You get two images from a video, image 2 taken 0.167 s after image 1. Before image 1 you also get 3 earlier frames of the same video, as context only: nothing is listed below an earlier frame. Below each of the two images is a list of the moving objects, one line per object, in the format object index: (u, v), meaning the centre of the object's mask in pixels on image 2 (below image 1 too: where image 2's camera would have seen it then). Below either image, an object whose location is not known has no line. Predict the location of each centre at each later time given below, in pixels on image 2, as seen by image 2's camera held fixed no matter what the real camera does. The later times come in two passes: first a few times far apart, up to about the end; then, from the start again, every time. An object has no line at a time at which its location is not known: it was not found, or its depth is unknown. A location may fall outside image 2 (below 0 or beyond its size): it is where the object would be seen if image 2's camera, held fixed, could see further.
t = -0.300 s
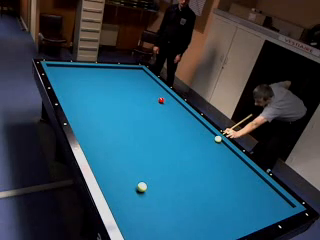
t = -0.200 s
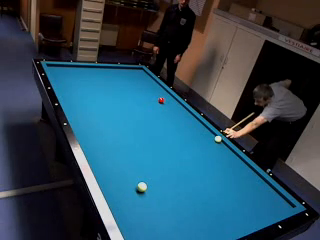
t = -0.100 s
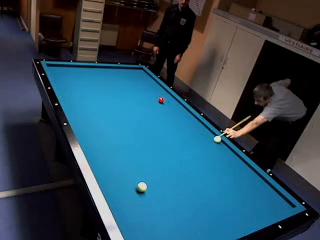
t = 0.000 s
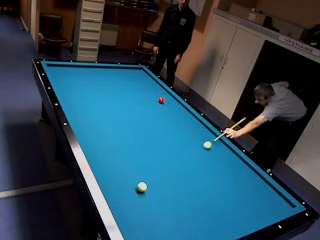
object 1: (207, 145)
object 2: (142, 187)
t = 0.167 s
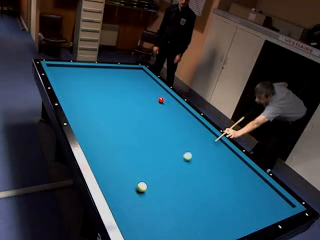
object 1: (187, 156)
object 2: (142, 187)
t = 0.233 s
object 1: (179, 161)
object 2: (142, 187)
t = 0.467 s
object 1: (142, 180)
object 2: (140, 190)
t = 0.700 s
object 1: (111, 176)
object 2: (131, 221)
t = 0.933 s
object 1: (114, 166)
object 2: (154, 232)
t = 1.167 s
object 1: (125, 155)
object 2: (177, 238)
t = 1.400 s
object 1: (133, 146)
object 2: (188, 234)
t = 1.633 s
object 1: (141, 138)
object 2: (194, 222)
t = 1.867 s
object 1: (148, 131)
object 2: (199, 210)
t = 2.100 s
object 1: (154, 124)
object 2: (204, 200)
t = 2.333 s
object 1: (159, 119)
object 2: (208, 191)
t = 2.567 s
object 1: (164, 114)
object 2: (212, 183)
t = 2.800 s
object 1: (168, 109)
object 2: (216, 176)
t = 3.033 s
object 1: (172, 105)
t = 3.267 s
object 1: (175, 101)
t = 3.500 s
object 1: (172, 99)
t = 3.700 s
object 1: (167, 97)
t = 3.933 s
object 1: (161, 95)
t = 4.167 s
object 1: (156, 94)
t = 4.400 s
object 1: (151, 92)
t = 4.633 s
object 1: (146, 91)
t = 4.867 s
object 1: (141, 90)
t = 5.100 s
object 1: (136, 88)
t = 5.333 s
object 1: (132, 87)
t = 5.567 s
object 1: (128, 86)
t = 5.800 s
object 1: (124, 85)
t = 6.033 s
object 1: (121, 84)
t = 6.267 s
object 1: (117, 83)
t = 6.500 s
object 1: (114, 82)
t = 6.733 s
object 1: (111, 81)
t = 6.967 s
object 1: (109, 80)
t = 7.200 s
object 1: (106, 80)
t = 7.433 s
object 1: (104, 79)
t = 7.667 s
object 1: (102, 78)
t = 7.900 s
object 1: (100, 78)
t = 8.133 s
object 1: (99, 77)
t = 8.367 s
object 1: (97, 77)
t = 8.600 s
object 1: (96, 76)
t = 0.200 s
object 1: (183, 159)
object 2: (142, 187)
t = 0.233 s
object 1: (179, 161)
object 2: (142, 187)
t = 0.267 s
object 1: (174, 164)
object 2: (142, 187)
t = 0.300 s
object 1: (169, 167)
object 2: (142, 187)
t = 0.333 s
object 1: (164, 170)
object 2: (142, 187)
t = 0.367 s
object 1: (158, 173)
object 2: (142, 187)
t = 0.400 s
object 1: (153, 176)
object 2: (142, 187)
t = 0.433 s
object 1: (147, 179)
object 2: (141, 187)
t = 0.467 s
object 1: (142, 180)
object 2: (140, 190)
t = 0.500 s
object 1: (138, 179)
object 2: (138, 195)
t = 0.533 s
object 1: (134, 178)
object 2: (136, 200)
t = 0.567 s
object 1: (130, 177)
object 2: (134, 205)
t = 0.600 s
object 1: (125, 177)
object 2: (131, 210)
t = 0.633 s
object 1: (121, 176)
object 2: (129, 215)
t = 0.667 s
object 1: (116, 176)
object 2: (128, 219)
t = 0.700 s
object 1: (111, 176)
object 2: (131, 221)
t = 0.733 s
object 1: (107, 175)
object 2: (134, 223)
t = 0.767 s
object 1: (106, 174)
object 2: (137, 225)
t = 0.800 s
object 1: (108, 173)
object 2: (141, 226)
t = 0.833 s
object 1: (110, 171)
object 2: (144, 228)
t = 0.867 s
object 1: (111, 169)
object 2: (147, 229)
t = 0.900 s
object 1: (113, 168)
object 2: (151, 231)
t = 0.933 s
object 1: (114, 166)
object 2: (154, 232)
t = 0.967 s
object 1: (116, 164)
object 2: (157, 234)
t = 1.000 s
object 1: (117, 163)
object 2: (161, 235)
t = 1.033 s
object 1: (119, 161)
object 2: (164, 235)
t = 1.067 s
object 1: (120, 159)
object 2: (167, 236)
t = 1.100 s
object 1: (122, 158)
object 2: (170, 237)
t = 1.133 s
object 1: (123, 156)
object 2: (174, 238)
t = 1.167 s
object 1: (125, 155)
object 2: (177, 238)
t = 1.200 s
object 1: (126, 154)
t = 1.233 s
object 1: (127, 153)
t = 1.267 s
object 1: (128, 151)
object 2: (184, 238)
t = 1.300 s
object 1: (130, 150)
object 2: (185, 237)
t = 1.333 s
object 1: (131, 148)
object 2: (186, 236)
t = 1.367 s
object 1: (132, 147)
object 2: (187, 235)
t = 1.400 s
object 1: (133, 146)
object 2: (188, 234)
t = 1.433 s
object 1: (134, 145)
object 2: (189, 232)
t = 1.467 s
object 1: (135, 144)
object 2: (190, 231)
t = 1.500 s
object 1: (137, 142)
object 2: (190, 229)
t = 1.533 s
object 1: (138, 141)
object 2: (191, 227)
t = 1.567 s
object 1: (139, 140)
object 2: (192, 225)
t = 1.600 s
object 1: (140, 139)
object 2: (193, 224)
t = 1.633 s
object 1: (141, 138)
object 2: (194, 222)
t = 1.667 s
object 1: (142, 137)
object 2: (195, 220)
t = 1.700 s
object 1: (143, 136)
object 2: (195, 218)
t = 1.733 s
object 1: (144, 135)
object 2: (196, 217)
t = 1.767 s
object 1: (145, 134)
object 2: (197, 215)
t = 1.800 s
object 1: (146, 133)
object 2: (198, 214)
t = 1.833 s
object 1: (147, 132)
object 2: (199, 212)
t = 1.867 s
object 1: (148, 131)
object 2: (199, 210)
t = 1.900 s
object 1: (149, 130)
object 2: (200, 209)
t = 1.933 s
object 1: (150, 129)
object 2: (200, 207)
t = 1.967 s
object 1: (150, 128)
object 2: (201, 206)
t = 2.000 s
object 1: (151, 127)
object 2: (202, 204)
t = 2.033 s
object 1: (152, 126)
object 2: (202, 203)
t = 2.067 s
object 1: (153, 125)
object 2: (203, 202)
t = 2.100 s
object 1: (154, 124)
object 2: (204, 200)
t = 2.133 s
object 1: (155, 123)
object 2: (205, 199)
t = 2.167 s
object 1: (155, 123)
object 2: (205, 198)
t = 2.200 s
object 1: (156, 122)
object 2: (206, 196)
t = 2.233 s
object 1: (157, 121)
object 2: (206, 195)
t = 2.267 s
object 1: (158, 120)
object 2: (207, 194)
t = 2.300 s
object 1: (158, 120)
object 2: (208, 192)
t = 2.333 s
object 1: (159, 119)
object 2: (208, 191)
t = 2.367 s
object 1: (160, 118)
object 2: (209, 190)
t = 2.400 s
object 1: (161, 117)
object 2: (209, 189)
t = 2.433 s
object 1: (161, 116)
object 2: (210, 187)
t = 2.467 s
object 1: (162, 116)
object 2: (210, 186)
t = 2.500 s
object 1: (163, 115)
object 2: (211, 185)
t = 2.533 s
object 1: (163, 114)
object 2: (211, 184)
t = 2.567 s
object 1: (164, 114)
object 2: (212, 183)
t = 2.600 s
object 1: (164, 113)
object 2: (213, 182)
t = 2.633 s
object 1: (165, 112)
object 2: (213, 181)
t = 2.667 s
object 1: (166, 111)
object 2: (214, 180)
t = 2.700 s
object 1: (166, 111)
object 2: (214, 179)
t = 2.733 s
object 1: (167, 110)
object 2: (215, 178)
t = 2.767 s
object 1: (167, 110)
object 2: (215, 177)
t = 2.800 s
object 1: (168, 109)
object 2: (216, 176)
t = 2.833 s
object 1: (169, 108)
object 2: (216, 175)
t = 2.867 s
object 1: (169, 108)
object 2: (216, 174)
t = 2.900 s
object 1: (170, 107)
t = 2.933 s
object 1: (170, 107)
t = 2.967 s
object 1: (171, 106)
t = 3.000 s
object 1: (171, 105)
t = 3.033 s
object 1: (172, 105)
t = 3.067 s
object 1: (172, 104)
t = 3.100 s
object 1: (173, 103)
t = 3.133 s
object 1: (173, 103)
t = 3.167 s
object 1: (174, 102)
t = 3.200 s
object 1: (174, 102)
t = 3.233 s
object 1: (175, 101)
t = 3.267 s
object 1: (175, 101)
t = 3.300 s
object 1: (176, 100)
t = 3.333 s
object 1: (176, 100)
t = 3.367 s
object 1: (175, 100)
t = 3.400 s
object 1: (174, 99)
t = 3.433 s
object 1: (173, 99)
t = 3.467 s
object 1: (172, 99)
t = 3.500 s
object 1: (172, 99)
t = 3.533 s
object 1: (171, 98)
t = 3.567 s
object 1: (170, 98)
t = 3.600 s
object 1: (169, 98)
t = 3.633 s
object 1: (168, 98)
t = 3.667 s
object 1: (168, 97)
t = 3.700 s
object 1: (167, 97)
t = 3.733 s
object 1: (166, 97)
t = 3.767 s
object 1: (165, 97)
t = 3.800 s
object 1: (164, 97)
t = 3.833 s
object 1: (164, 96)
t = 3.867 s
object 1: (163, 96)
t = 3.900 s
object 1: (162, 95)
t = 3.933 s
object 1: (161, 95)
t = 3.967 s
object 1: (160, 95)
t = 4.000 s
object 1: (160, 95)
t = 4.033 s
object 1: (159, 95)
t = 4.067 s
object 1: (158, 94)
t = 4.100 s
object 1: (157, 94)
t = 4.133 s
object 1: (156, 94)
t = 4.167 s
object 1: (156, 94)
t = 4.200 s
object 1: (155, 94)
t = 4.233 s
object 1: (154, 94)
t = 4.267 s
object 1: (154, 93)
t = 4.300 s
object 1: (153, 93)
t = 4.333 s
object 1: (152, 93)
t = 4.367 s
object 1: (151, 93)
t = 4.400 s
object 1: (151, 92)
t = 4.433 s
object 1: (150, 92)
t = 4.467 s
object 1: (149, 92)
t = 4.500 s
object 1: (148, 92)
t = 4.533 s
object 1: (148, 92)
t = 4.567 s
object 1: (147, 92)
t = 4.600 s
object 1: (147, 91)
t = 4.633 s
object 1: (146, 91)
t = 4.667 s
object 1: (145, 91)
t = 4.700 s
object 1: (144, 91)
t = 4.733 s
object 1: (144, 90)
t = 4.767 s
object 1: (143, 90)
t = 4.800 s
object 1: (142, 90)
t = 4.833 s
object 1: (142, 90)
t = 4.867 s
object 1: (141, 90)
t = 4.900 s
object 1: (140, 90)
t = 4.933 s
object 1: (140, 89)
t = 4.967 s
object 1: (139, 89)
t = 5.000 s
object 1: (138, 89)
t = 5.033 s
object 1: (138, 89)
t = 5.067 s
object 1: (137, 89)
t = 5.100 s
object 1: (136, 88)
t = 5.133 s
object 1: (136, 89)
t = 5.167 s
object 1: (135, 88)
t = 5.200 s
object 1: (135, 88)
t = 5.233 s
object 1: (134, 88)
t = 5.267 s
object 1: (133, 88)
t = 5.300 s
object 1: (133, 87)
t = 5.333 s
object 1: (132, 87)
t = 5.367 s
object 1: (132, 87)
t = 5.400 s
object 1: (131, 87)
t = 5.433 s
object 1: (131, 87)
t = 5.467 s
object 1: (130, 87)
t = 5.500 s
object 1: (129, 87)
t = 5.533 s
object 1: (129, 86)
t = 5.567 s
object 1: (128, 86)
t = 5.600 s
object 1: (128, 86)
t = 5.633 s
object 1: (127, 86)
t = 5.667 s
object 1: (126, 86)
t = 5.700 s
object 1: (126, 85)
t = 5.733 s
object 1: (125, 85)
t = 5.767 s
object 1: (125, 85)
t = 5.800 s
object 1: (124, 85)
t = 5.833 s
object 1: (124, 85)
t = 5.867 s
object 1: (123, 85)
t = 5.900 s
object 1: (123, 85)
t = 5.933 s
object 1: (122, 85)
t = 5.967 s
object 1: (122, 84)
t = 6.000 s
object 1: (121, 84)
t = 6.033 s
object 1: (121, 84)
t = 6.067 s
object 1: (120, 84)
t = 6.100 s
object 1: (120, 84)
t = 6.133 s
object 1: (119, 84)
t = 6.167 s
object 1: (119, 84)
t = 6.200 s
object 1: (118, 83)
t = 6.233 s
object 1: (118, 83)
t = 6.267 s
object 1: (117, 83)
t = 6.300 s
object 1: (117, 83)
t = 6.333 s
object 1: (116, 83)
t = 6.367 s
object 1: (116, 83)
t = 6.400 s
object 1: (116, 83)
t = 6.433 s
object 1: (115, 82)
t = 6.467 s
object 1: (115, 82)
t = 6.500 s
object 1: (114, 82)
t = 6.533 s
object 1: (114, 82)
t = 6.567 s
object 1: (113, 82)
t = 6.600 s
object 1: (113, 82)
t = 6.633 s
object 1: (113, 81)
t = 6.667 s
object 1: (112, 81)
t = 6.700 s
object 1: (112, 81)
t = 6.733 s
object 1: (111, 81)
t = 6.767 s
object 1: (111, 81)
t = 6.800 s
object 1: (111, 81)
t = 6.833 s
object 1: (110, 81)
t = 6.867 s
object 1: (110, 81)
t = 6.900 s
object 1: (109, 81)
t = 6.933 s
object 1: (109, 81)
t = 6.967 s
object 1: (109, 80)
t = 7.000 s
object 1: (108, 80)
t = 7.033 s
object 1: (108, 80)
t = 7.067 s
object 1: (108, 80)
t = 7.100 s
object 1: (107, 80)
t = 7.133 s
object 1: (107, 80)
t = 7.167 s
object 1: (107, 80)
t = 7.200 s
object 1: (106, 80)
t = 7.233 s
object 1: (106, 79)
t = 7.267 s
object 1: (106, 79)
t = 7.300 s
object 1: (105, 79)
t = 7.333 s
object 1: (105, 79)
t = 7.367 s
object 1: (105, 79)
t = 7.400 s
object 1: (104, 79)
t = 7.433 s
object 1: (104, 79)
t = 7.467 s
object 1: (104, 79)
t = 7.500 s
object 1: (103, 79)
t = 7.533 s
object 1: (103, 79)
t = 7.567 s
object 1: (103, 78)
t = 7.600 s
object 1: (102, 78)
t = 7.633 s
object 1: (102, 78)
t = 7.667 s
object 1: (102, 78)
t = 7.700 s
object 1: (102, 78)
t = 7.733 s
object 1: (101, 78)
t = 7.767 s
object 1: (101, 78)
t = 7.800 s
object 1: (101, 78)
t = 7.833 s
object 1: (101, 78)
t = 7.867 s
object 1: (100, 78)
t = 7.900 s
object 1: (100, 78)
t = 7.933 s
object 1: (100, 78)
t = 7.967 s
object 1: (100, 78)
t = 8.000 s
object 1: (99, 78)
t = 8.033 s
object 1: (99, 77)
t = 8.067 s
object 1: (99, 77)
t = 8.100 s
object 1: (99, 77)
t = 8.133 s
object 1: (99, 77)
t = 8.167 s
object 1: (98, 77)
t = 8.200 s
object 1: (98, 77)
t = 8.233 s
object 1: (98, 77)
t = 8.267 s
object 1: (98, 77)
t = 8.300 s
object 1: (98, 77)
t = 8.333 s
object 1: (97, 77)
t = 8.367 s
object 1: (97, 77)
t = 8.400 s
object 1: (97, 77)
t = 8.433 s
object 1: (97, 77)
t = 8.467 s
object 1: (97, 77)
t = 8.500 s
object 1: (96, 77)
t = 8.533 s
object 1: (96, 77)
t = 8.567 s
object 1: (96, 76)
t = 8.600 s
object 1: (96, 76)
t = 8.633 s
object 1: (96, 76)
